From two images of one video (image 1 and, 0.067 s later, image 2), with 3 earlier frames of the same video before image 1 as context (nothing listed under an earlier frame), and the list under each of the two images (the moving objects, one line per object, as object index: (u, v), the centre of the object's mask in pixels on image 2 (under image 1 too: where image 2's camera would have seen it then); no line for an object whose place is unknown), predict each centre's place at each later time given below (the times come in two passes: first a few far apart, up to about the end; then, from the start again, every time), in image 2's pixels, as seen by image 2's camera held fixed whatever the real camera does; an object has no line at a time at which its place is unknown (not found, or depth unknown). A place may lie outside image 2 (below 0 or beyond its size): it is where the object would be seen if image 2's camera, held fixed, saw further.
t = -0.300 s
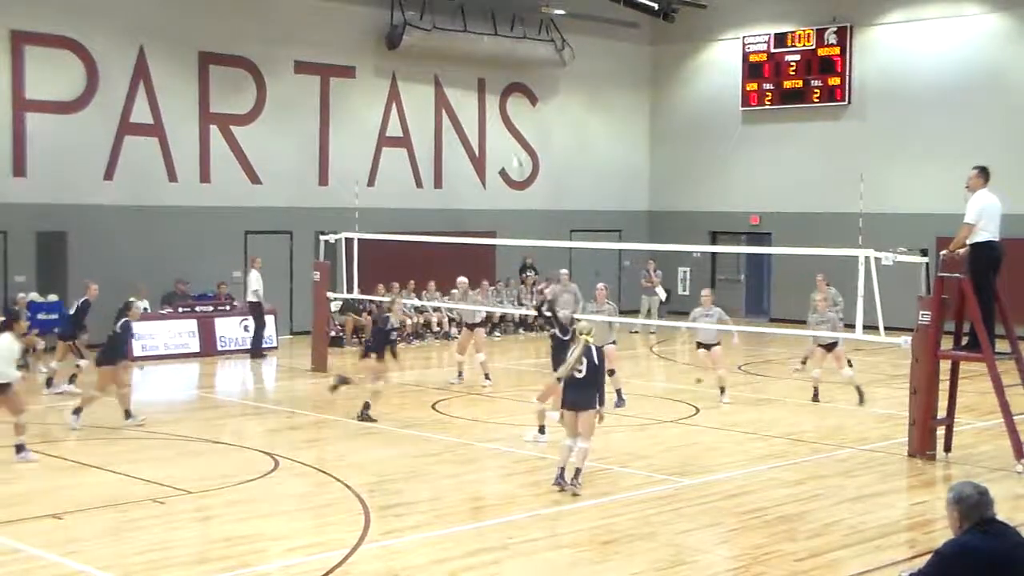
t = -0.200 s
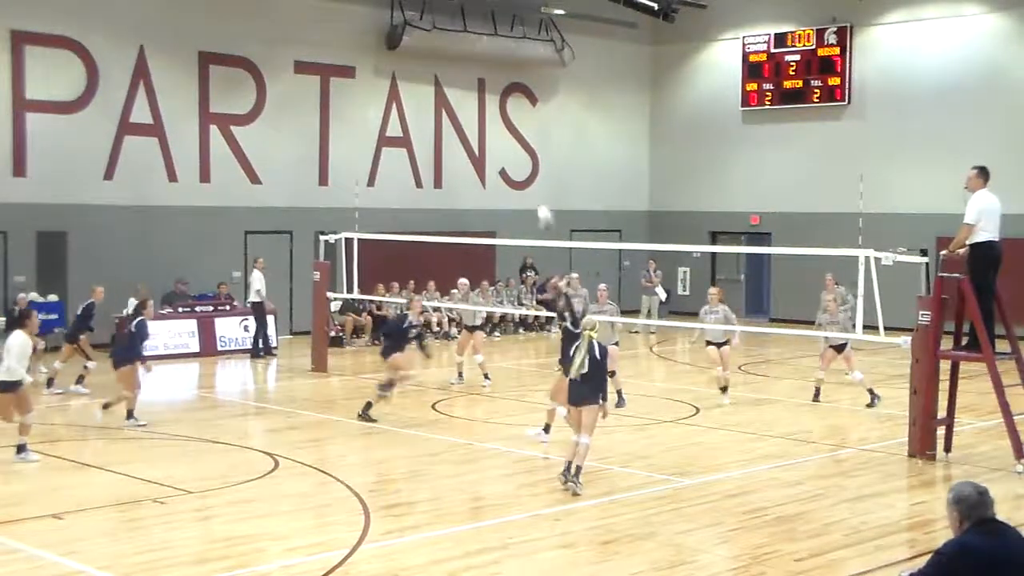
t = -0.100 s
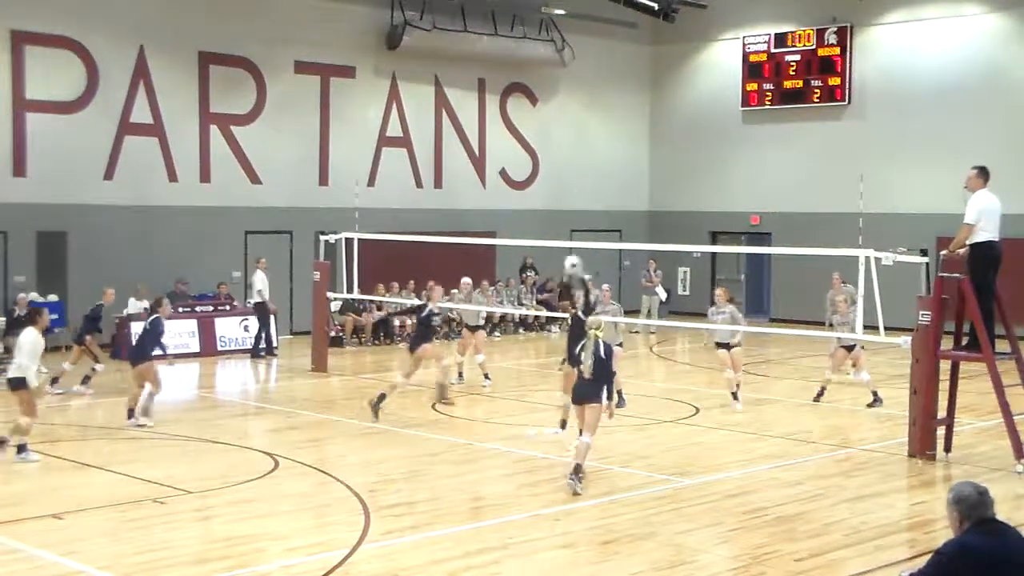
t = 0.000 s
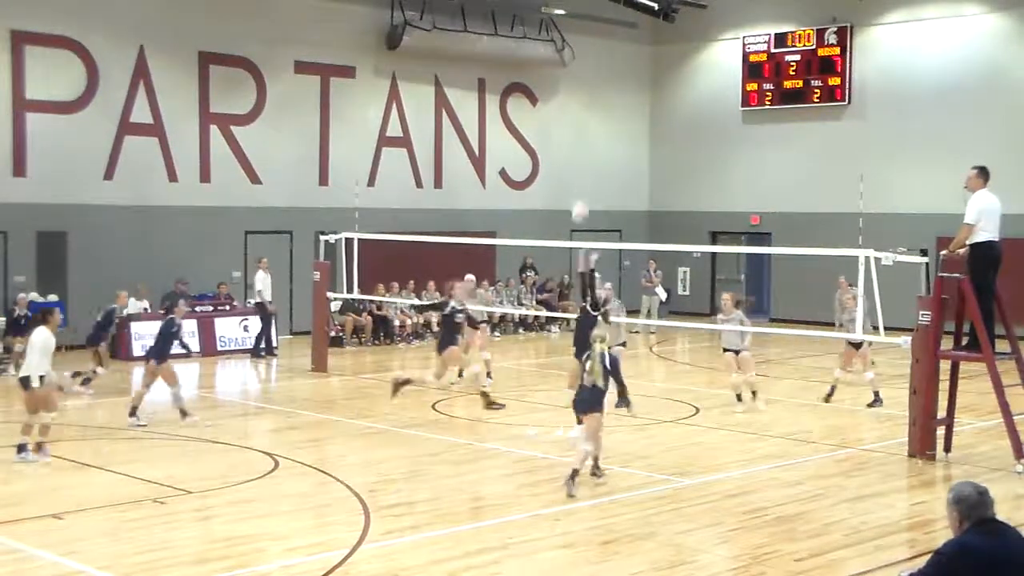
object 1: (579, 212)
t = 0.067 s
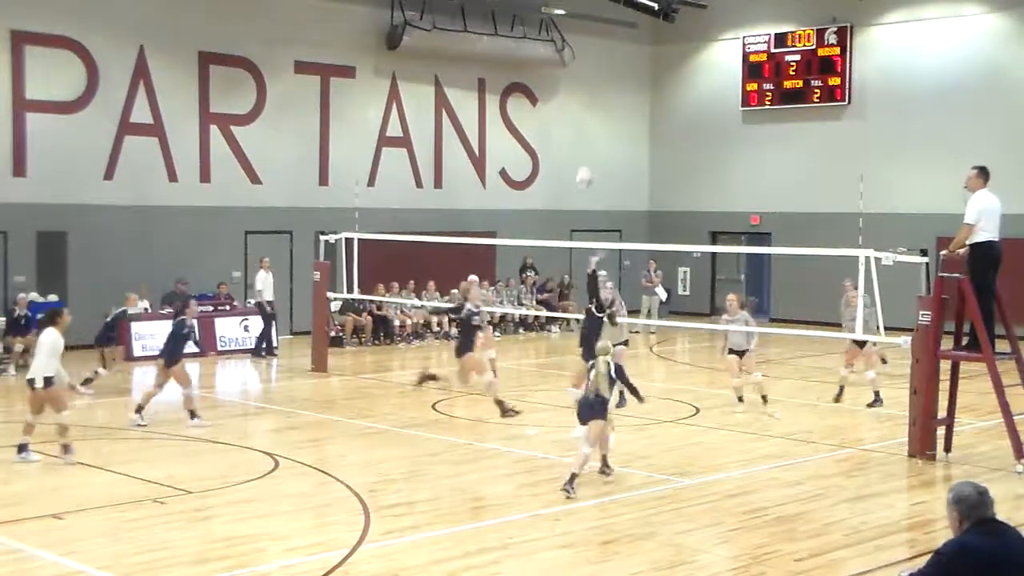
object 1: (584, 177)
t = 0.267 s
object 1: (599, 99)
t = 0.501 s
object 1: (614, 53)
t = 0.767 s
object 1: (631, 57)
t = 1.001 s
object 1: (645, 112)
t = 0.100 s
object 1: (586, 162)
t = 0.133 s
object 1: (589, 148)
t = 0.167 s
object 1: (593, 136)
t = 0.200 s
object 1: (595, 120)
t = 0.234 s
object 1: (597, 110)
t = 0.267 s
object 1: (599, 99)
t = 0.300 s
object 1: (601, 90)
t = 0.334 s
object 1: (603, 81)
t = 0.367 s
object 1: (605, 74)
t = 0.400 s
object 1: (609, 67)
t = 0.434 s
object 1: (610, 62)
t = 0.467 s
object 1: (612, 56)
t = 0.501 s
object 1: (614, 53)
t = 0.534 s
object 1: (616, 50)
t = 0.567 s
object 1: (619, 48)
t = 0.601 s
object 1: (621, 48)
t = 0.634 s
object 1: (623, 48)
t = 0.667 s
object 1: (625, 48)
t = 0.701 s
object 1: (627, 50)
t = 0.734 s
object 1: (629, 53)
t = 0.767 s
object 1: (631, 57)
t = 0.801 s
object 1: (634, 63)
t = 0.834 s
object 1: (635, 69)
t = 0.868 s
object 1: (637, 76)
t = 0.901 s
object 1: (639, 82)
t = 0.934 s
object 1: (641, 92)
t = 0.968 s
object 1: (642, 101)
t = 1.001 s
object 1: (645, 112)
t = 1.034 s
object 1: (647, 123)
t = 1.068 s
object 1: (648, 136)
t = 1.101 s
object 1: (649, 150)
